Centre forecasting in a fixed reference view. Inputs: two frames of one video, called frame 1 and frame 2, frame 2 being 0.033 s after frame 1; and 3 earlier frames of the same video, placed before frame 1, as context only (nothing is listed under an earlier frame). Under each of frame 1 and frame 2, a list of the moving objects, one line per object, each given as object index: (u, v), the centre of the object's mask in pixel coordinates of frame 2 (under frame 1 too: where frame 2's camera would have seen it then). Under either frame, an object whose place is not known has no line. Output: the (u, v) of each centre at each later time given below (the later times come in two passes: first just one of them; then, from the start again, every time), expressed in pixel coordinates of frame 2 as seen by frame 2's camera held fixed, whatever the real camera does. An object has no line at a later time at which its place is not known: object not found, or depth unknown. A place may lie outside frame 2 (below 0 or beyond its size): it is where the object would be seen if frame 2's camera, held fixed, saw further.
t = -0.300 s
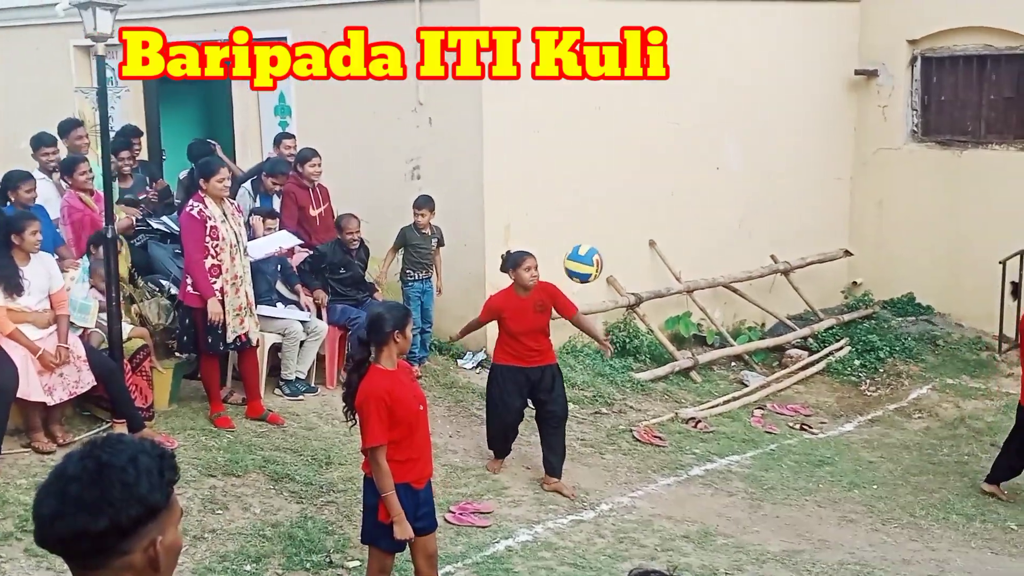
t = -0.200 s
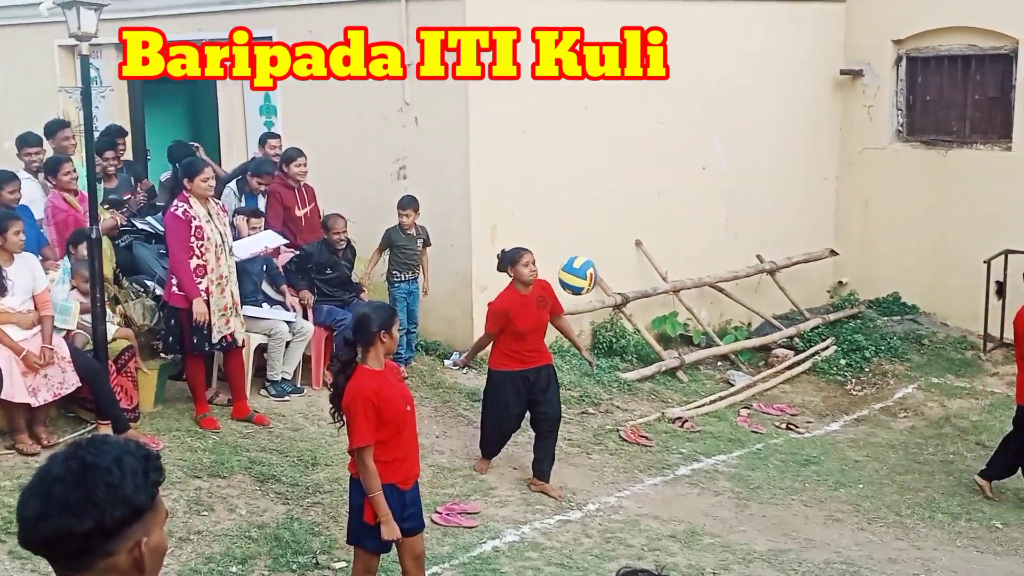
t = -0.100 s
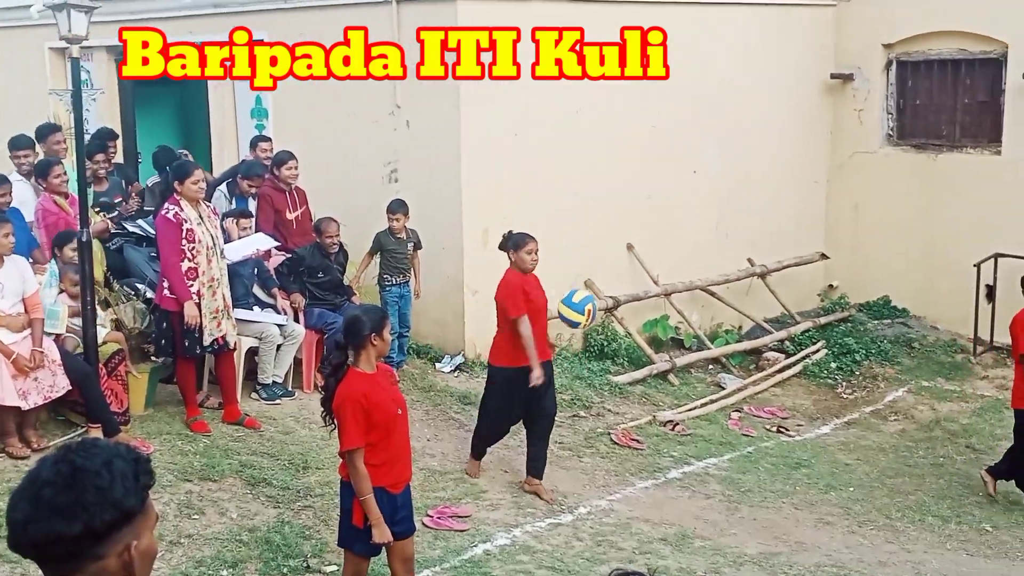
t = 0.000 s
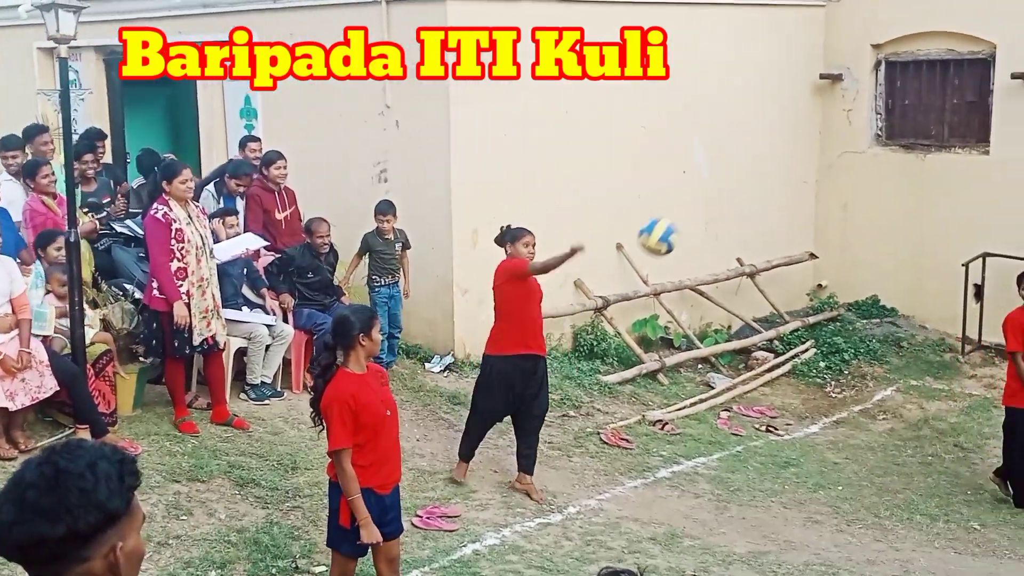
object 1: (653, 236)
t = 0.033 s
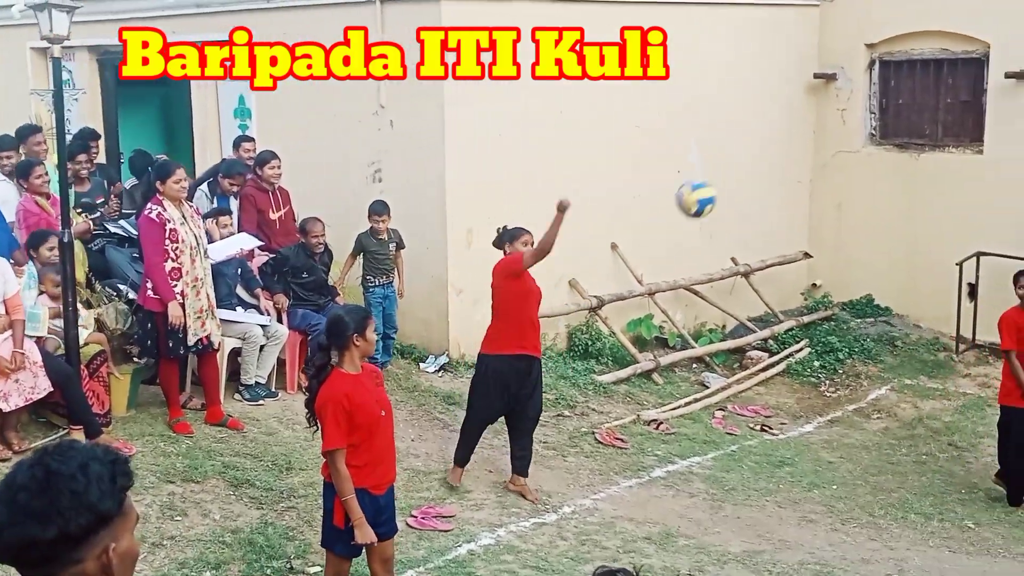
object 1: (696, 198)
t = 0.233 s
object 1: (955, 15)
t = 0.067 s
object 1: (739, 163)
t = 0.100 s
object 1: (782, 129)
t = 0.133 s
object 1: (826, 96)
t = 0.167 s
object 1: (869, 67)
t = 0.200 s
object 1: (911, 40)
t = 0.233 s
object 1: (955, 15)
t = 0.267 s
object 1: (996, 1)
